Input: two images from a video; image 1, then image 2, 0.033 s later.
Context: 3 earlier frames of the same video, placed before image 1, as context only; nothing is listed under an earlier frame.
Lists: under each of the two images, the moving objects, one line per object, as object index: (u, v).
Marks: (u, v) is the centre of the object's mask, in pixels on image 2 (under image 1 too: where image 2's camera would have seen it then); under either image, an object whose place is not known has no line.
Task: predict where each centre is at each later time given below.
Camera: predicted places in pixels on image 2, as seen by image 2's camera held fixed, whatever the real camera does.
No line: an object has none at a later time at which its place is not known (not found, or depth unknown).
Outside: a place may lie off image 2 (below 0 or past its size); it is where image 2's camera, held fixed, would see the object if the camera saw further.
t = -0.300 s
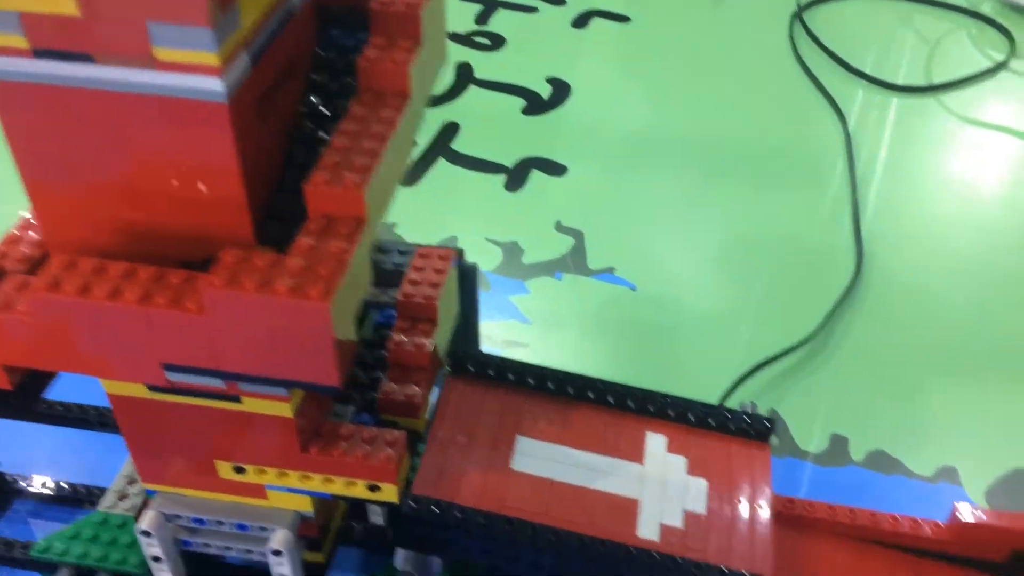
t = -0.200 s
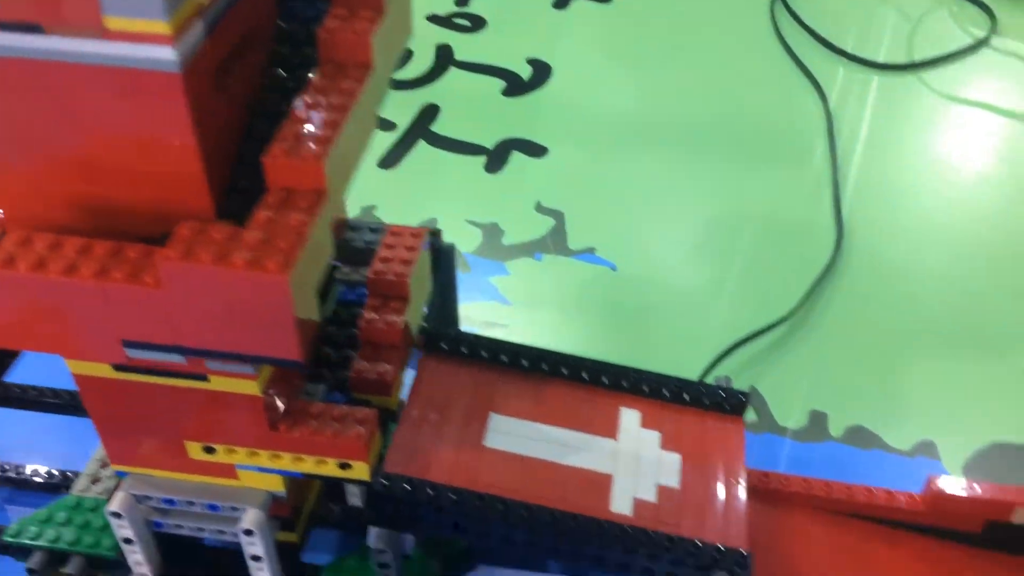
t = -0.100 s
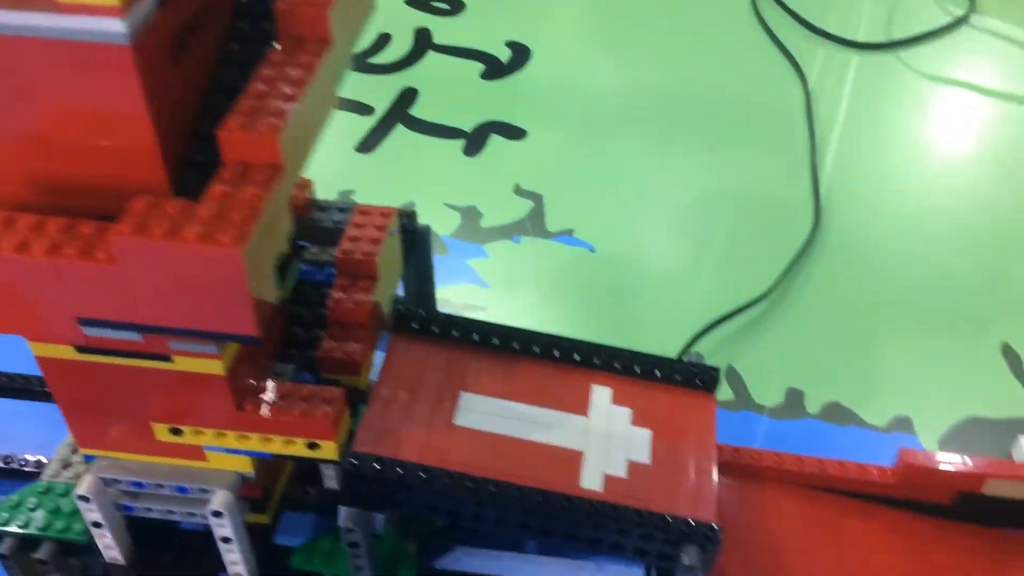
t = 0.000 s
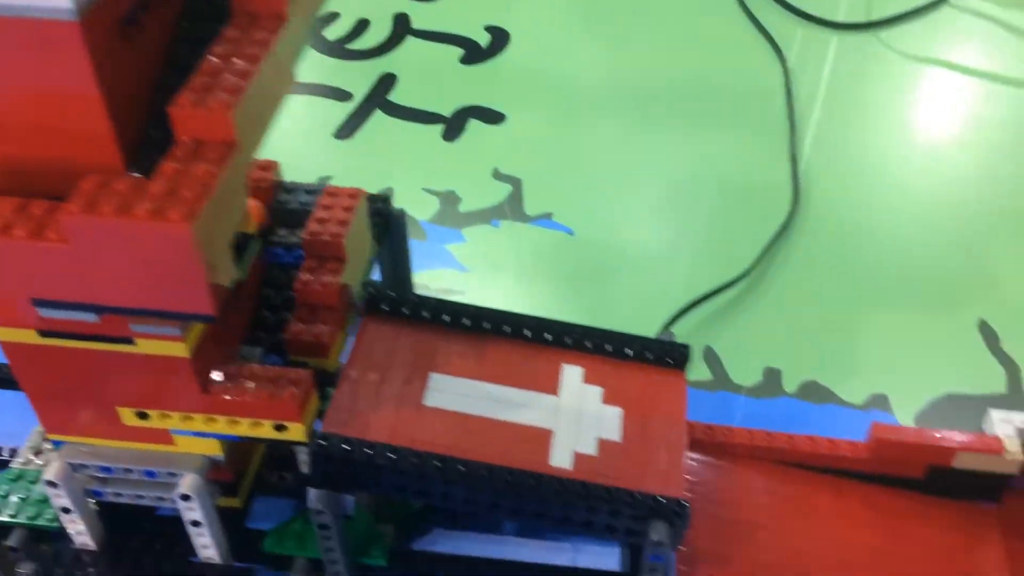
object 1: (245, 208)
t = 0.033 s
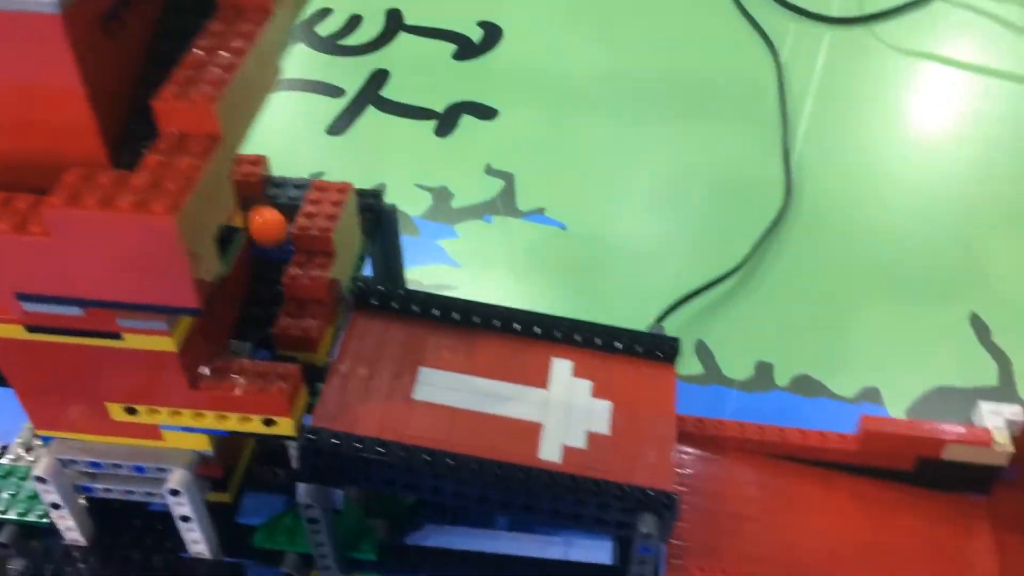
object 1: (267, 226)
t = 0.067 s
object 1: (267, 246)
